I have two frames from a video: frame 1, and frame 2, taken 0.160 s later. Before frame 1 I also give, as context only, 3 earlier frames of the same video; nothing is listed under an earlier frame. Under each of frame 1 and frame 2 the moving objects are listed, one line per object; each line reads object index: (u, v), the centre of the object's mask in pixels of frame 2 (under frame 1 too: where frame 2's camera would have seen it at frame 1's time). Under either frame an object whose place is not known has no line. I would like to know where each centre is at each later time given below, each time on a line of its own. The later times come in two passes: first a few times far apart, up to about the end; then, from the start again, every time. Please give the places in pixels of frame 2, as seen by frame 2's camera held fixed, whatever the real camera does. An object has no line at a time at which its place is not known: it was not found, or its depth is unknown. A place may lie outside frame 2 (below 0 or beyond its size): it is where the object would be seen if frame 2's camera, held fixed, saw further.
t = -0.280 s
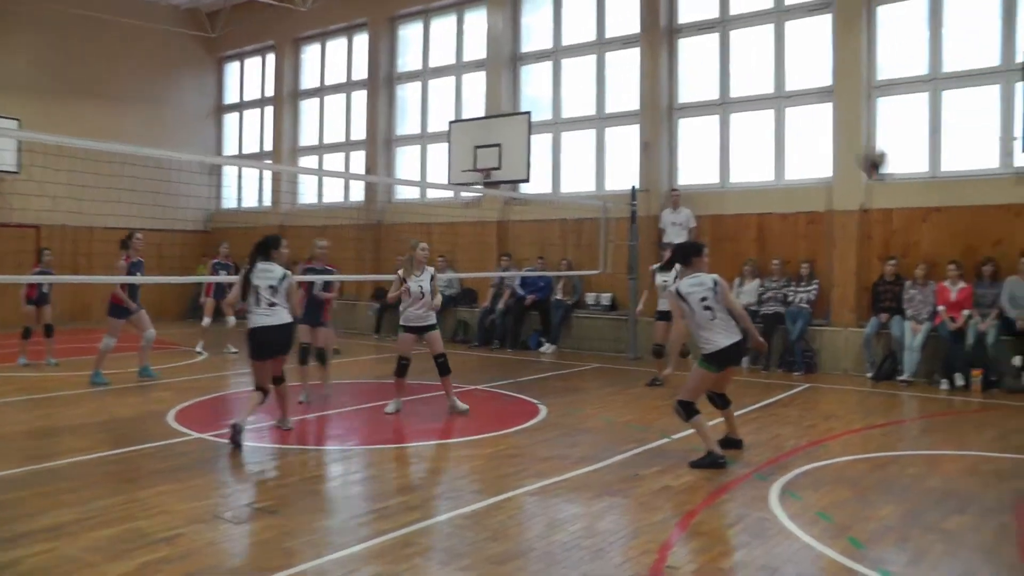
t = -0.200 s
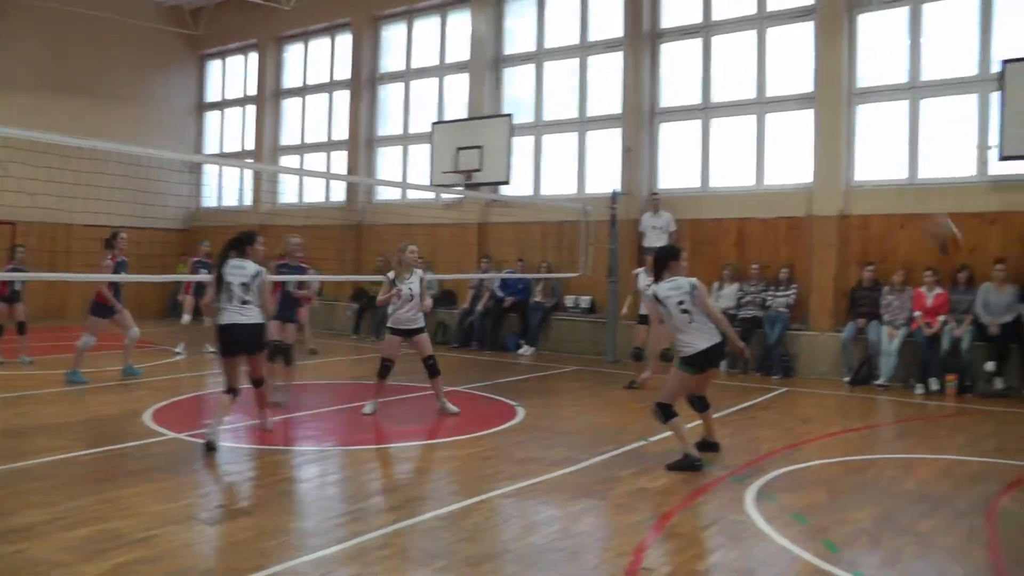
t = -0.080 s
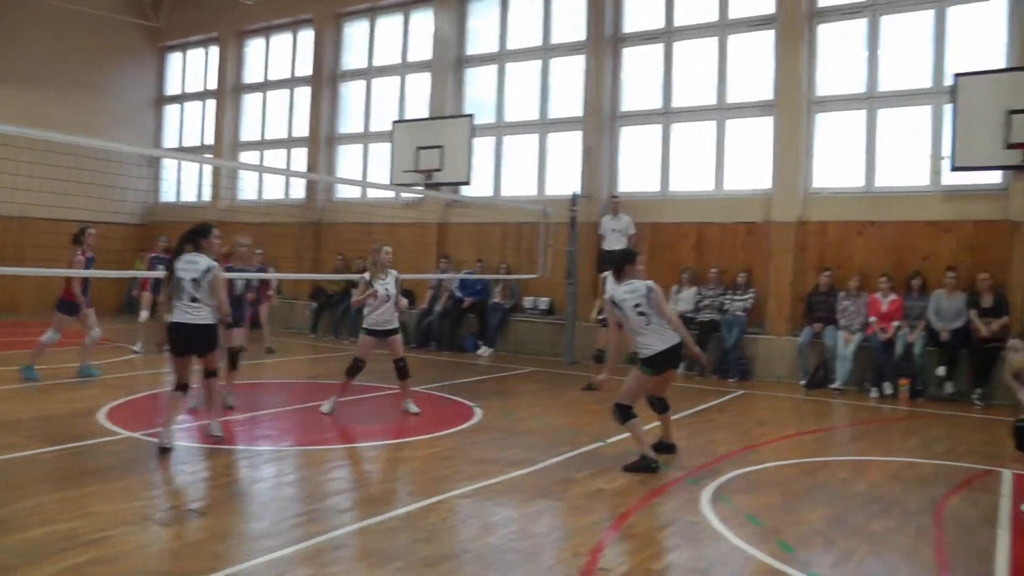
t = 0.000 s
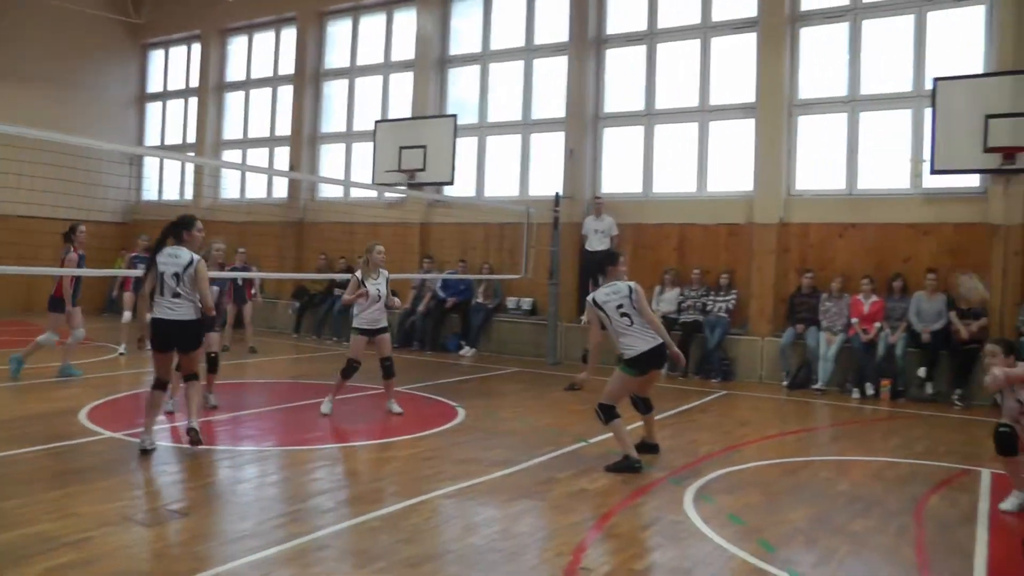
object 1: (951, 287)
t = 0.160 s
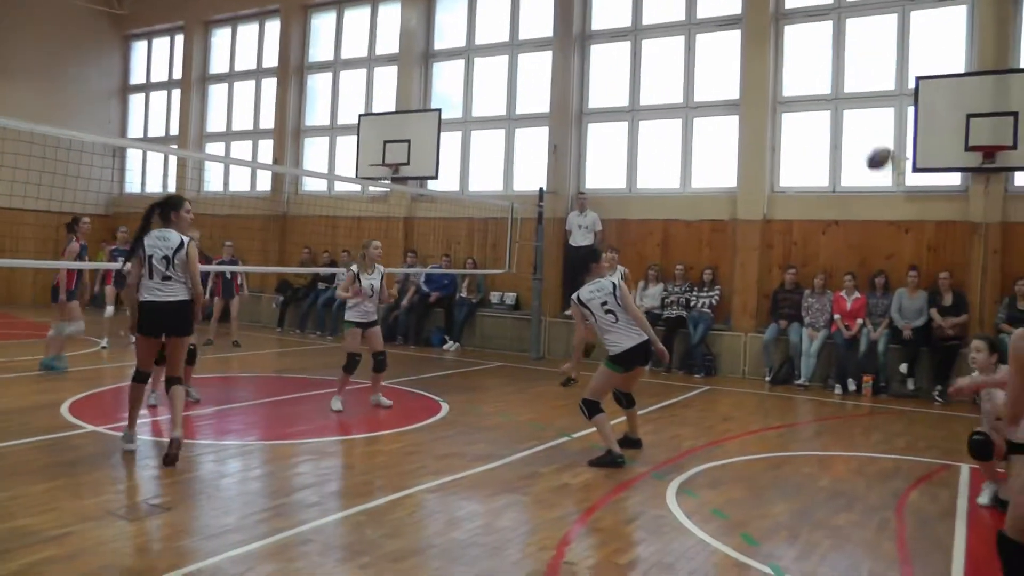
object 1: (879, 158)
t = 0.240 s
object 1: (843, 111)
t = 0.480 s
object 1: (748, 32)
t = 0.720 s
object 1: (660, 37)
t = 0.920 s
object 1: (590, 91)
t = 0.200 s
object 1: (861, 133)
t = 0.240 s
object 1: (843, 111)
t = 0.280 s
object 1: (827, 92)
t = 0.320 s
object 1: (811, 74)
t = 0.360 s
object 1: (795, 60)
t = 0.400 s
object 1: (777, 47)
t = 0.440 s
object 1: (763, 39)
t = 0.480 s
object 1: (748, 32)
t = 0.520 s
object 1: (733, 28)
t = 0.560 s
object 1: (717, 25)
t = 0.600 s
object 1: (702, 25)
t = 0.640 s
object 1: (689, 27)
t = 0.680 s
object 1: (673, 30)
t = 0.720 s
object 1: (660, 37)
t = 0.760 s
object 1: (644, 42)
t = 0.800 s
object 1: (631, 53)
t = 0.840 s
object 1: (617, 63)
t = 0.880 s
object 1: (603, 76)
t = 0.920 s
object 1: (590, 91)
